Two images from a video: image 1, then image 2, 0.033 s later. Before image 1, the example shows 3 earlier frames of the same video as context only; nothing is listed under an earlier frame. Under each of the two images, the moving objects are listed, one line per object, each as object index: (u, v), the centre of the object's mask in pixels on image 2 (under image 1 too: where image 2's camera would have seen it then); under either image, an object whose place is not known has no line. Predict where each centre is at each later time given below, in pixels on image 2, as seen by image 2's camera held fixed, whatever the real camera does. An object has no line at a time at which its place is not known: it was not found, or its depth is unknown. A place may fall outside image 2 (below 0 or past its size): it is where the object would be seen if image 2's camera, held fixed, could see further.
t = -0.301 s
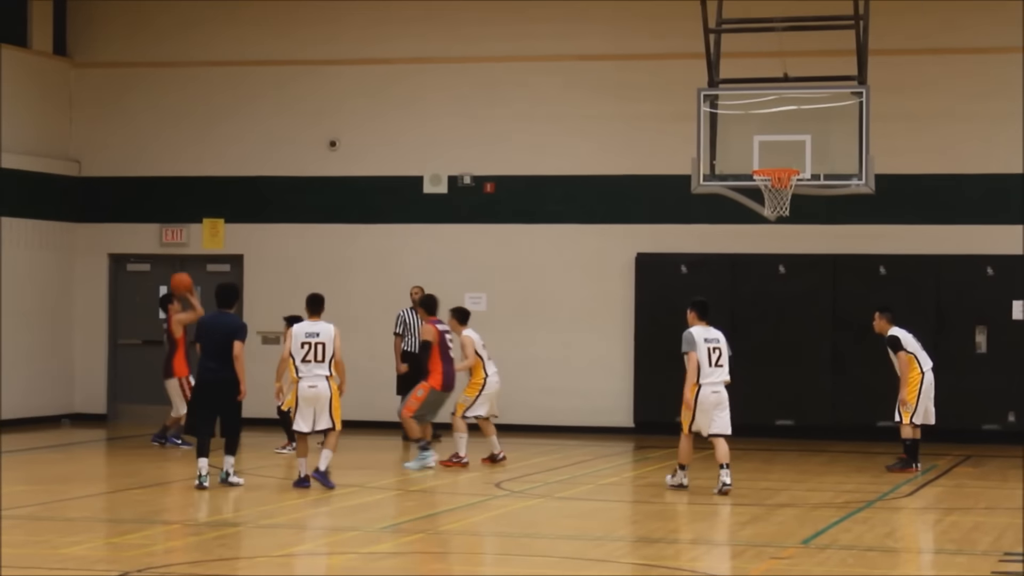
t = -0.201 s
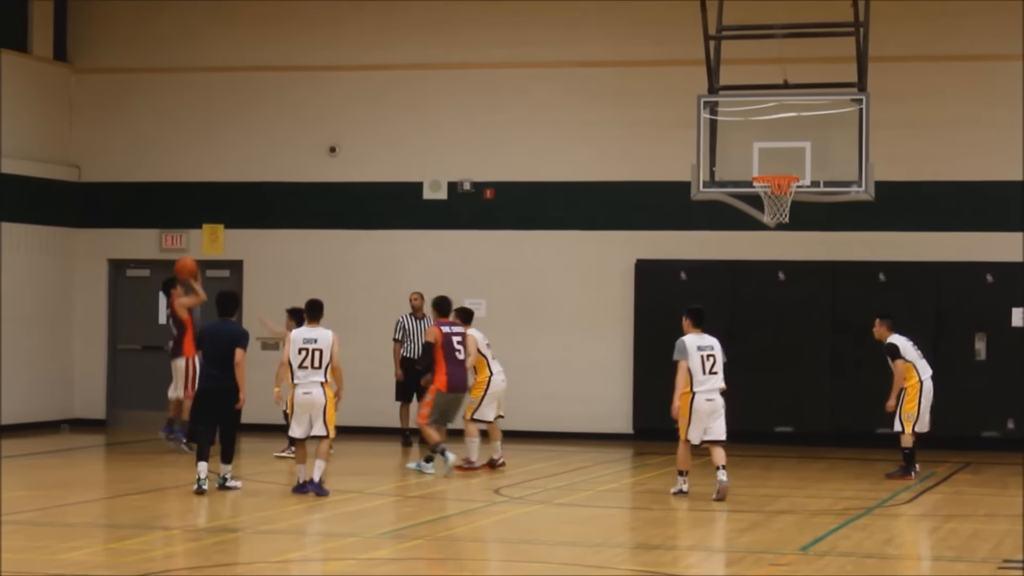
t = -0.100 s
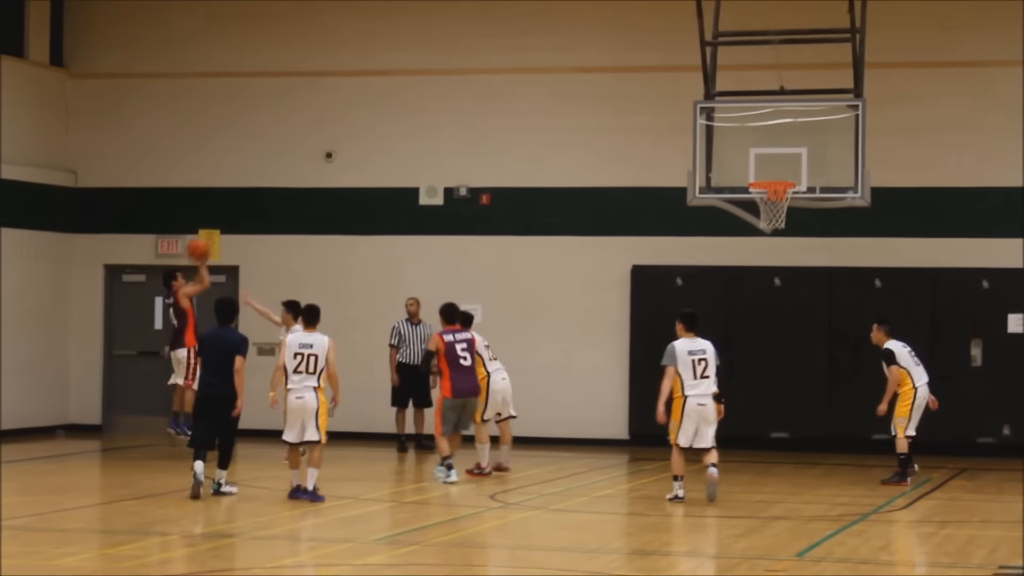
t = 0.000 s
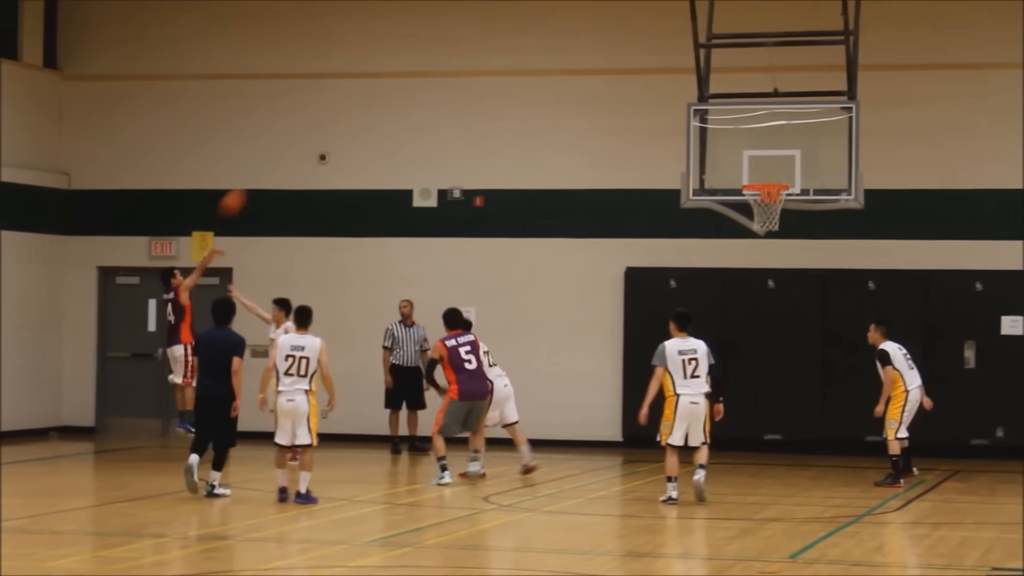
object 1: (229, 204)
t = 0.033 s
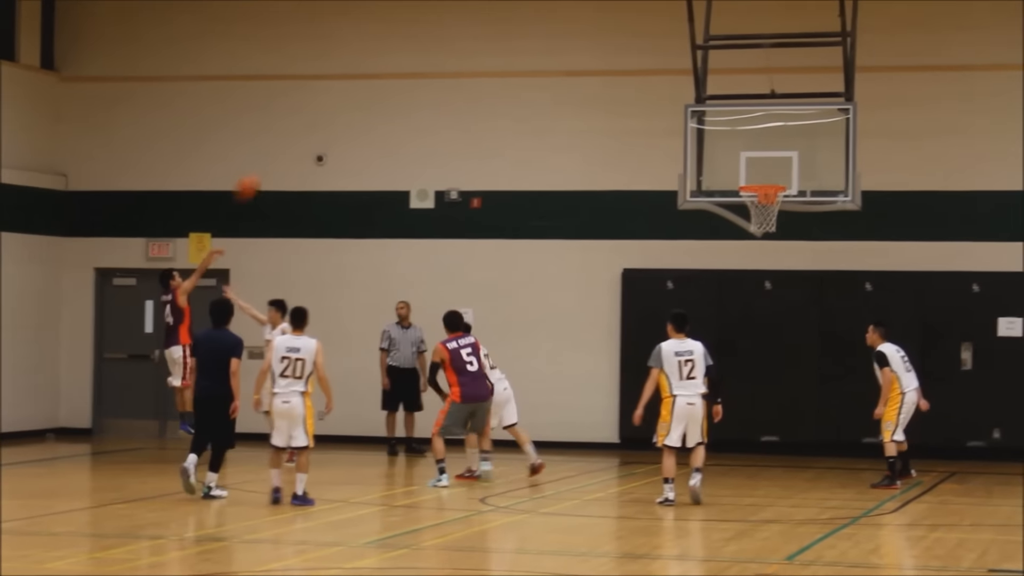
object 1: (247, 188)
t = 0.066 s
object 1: (264, 172)
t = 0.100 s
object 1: (281, 157)
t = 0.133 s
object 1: (298, 145)
